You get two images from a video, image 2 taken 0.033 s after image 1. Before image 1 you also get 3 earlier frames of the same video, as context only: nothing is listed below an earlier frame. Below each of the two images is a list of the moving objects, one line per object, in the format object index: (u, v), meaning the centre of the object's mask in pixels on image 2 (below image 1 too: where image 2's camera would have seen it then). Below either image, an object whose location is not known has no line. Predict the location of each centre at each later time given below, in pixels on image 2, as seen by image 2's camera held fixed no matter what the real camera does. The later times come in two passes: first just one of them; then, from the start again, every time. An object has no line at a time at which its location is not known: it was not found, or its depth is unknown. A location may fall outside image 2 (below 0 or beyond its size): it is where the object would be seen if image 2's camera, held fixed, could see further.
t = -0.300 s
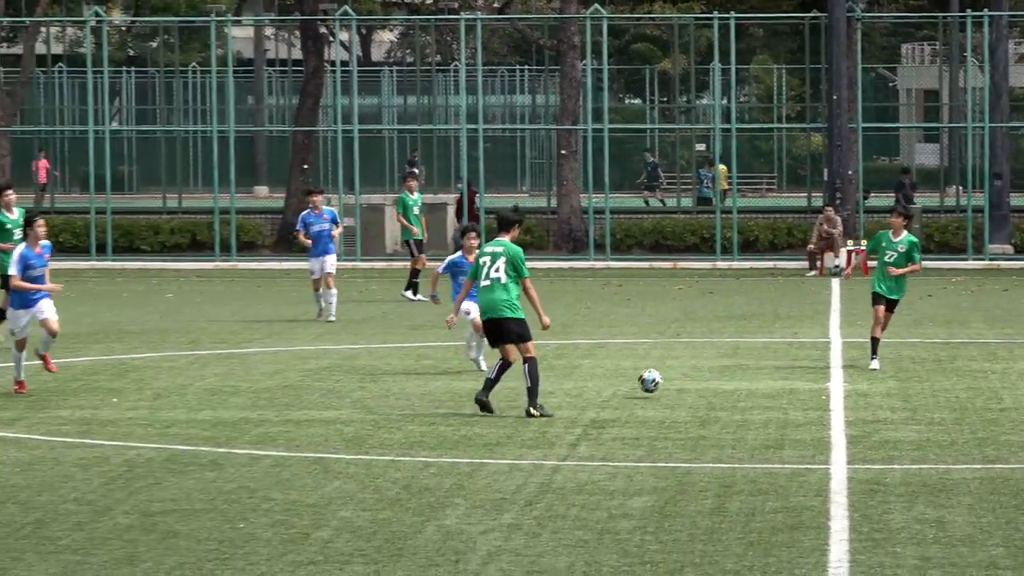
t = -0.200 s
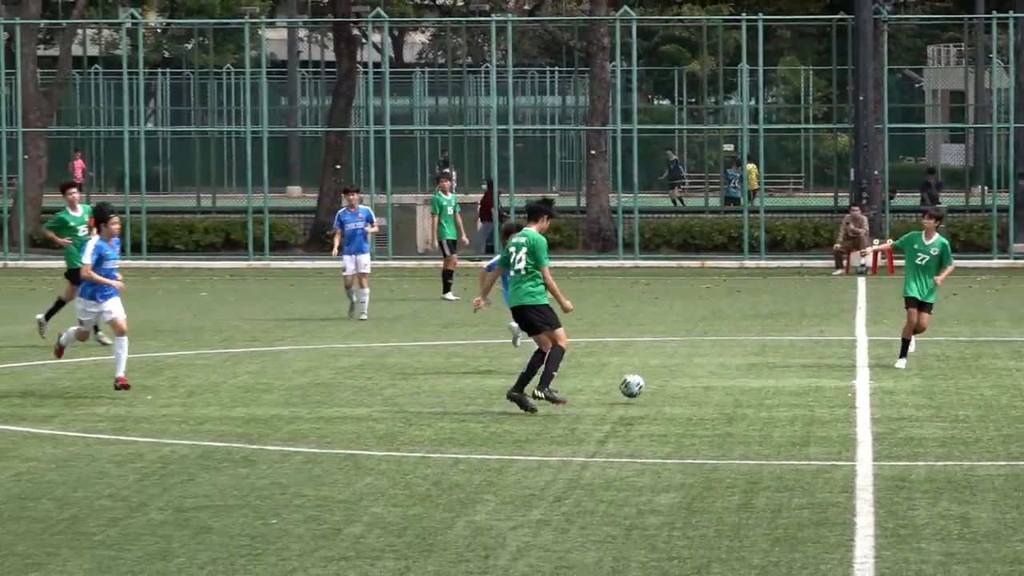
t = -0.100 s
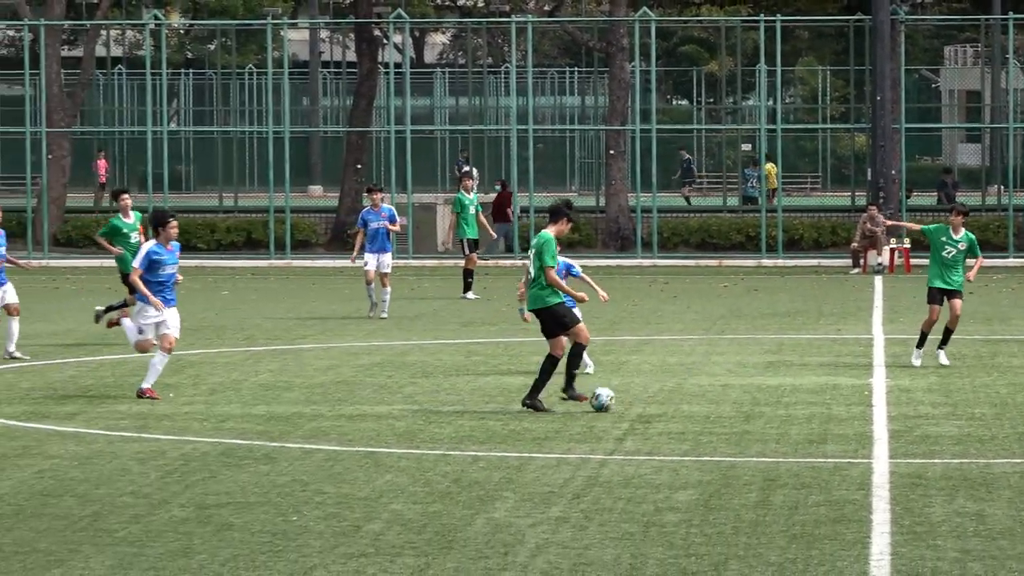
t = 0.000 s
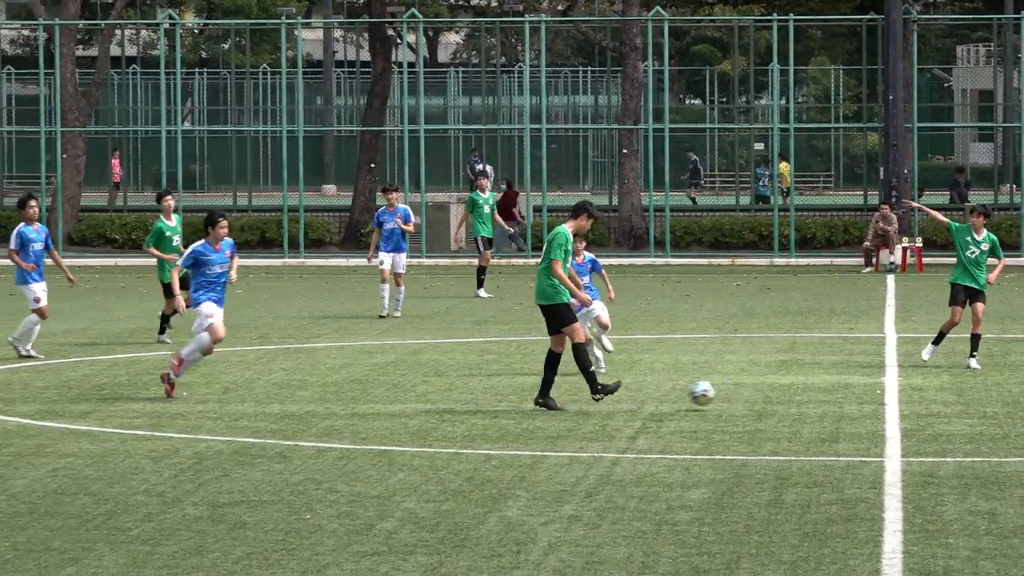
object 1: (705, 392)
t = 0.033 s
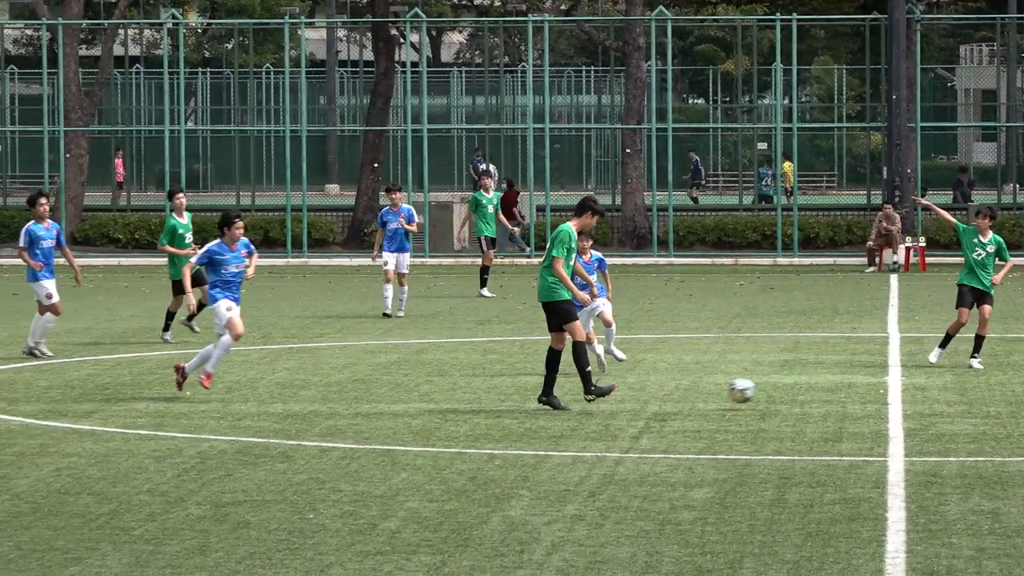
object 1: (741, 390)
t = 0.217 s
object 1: (934, 393)
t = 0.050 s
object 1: (760, 390)
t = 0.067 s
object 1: (778, 390)
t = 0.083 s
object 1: (796, 390)
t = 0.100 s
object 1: (814, 391)
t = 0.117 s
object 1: (832, 391)
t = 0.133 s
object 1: (850, 392)
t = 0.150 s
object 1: (868, 393)
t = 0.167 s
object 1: (884, 397)
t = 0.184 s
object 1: (903, 397)
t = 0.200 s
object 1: (919, 395)
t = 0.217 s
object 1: (934, 393)
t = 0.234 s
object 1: (949, 392)
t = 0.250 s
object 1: (966, 391)
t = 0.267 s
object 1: (982, 391)
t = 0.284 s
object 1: (997, 390)
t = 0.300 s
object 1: (1009, 390)
